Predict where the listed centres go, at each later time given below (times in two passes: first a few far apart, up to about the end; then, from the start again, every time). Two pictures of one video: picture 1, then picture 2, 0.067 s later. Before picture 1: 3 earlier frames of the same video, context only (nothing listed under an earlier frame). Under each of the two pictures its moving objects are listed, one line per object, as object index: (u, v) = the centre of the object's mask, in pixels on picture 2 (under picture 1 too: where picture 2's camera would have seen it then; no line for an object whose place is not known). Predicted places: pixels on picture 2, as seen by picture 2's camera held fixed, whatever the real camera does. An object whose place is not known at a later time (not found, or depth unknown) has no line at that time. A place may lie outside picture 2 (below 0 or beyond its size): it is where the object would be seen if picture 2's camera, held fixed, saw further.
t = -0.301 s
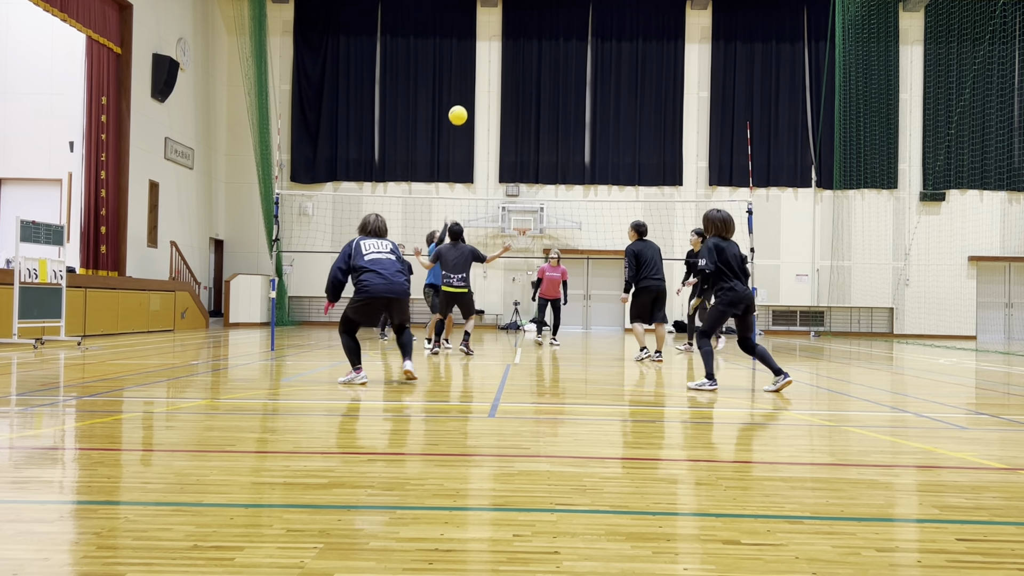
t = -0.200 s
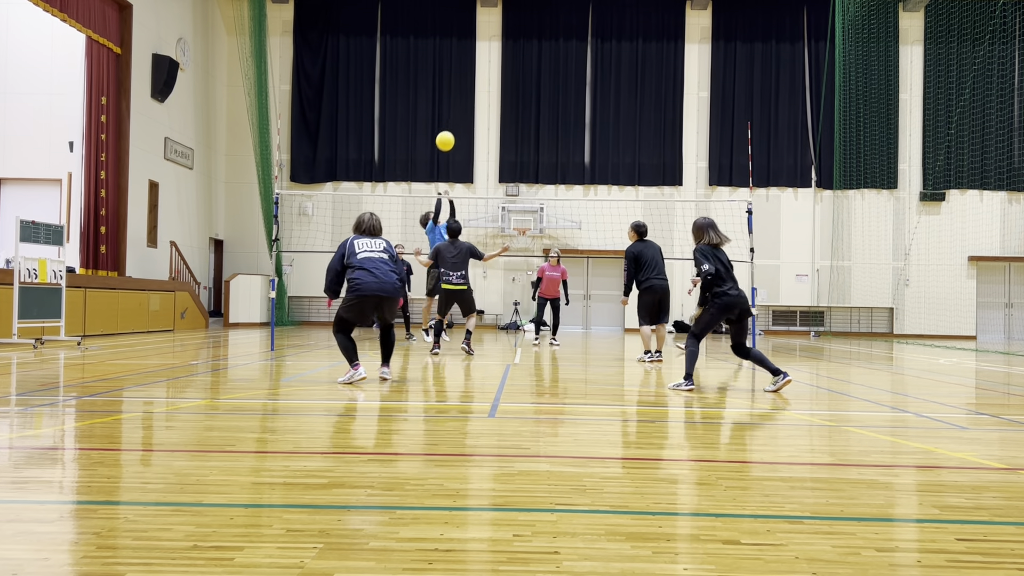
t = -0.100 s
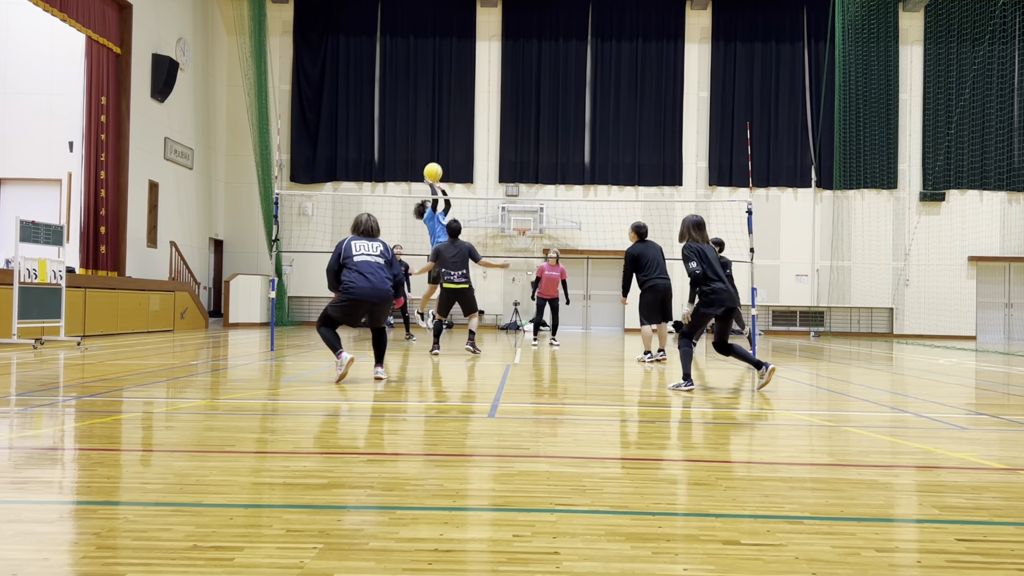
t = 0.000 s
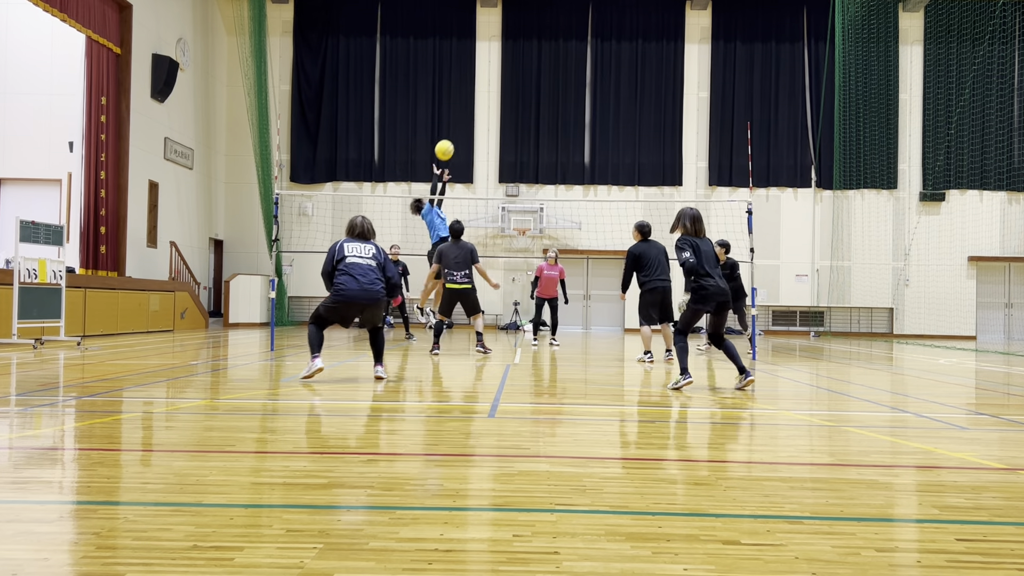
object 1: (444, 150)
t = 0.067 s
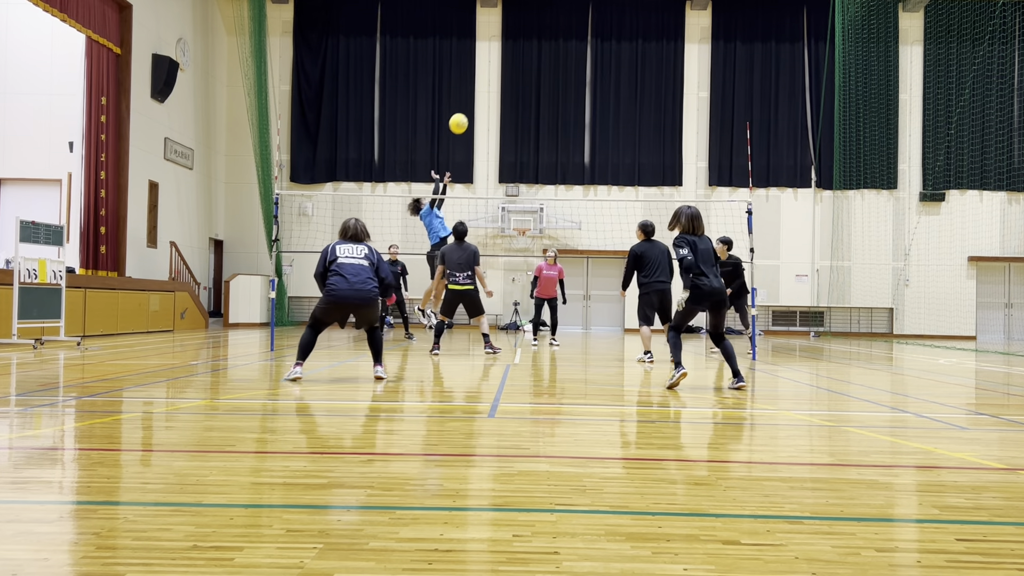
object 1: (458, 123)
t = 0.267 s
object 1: (501, 62)
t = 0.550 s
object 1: (556, 25)
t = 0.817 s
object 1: (605, 41)
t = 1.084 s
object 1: (650, 106)
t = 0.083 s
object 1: (462, 117)
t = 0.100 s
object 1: (465, 111)
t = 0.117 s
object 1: (469, 106)
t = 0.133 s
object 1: (472, 100)
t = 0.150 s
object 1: (475, 94)
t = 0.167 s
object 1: (479, 89)
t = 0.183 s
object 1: (482, 84)
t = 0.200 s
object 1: (486, 79)
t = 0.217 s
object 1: (490, 75)
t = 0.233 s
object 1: (494, 70)
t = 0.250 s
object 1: (497, 66)
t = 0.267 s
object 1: (501, 62)
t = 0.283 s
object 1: (504, 59)
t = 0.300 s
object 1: (507, 55)
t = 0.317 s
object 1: (510, 52)
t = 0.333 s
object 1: (514, 49)
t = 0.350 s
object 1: (517, 46)
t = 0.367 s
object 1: (520, 43)
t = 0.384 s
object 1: (524, 41)
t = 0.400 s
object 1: (527, 38)
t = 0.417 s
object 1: (530, 36)
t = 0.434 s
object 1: (533, 34)
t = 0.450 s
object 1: (536, 32)
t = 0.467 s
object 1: (540, 31)
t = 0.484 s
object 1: (543, 28)
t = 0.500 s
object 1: (546, 28)
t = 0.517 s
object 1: (549, 27)
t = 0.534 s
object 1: (553, 26)
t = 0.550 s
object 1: (556, 25)
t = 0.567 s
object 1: (559, 25)
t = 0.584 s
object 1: (562, 24)
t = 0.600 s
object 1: (565, 24)
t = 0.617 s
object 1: (568, 24)
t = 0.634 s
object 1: (572, 25)
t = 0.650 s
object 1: (575, 25)
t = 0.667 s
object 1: (578, 26)
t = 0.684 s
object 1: (581, 27)
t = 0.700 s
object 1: (584, 28)
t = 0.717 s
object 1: (587, 29)
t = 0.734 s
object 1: (590, 31)
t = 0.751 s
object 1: (593, 33)
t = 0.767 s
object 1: (596, 34)
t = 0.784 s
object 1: (599, 36)
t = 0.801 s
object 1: (602, 39)
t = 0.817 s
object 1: (605, 41)
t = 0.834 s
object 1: (608, 44)
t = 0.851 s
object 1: (611, 47)
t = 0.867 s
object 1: (614, 50)
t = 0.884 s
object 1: (617, 53)
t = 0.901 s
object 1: (620, 56)
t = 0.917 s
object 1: (623, 60)
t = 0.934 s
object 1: (626, 64)
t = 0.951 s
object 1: (629, 68)
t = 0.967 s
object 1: (631, 72)
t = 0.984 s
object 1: (634, 76)
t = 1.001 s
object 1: (637, 81)
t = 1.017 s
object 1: (639, 85)
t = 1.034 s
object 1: (642, 90)
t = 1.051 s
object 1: (645, 95)
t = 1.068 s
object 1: (647, 101)
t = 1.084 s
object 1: (650, 106)
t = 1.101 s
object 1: (653, 112)
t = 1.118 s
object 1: (655, 117)
